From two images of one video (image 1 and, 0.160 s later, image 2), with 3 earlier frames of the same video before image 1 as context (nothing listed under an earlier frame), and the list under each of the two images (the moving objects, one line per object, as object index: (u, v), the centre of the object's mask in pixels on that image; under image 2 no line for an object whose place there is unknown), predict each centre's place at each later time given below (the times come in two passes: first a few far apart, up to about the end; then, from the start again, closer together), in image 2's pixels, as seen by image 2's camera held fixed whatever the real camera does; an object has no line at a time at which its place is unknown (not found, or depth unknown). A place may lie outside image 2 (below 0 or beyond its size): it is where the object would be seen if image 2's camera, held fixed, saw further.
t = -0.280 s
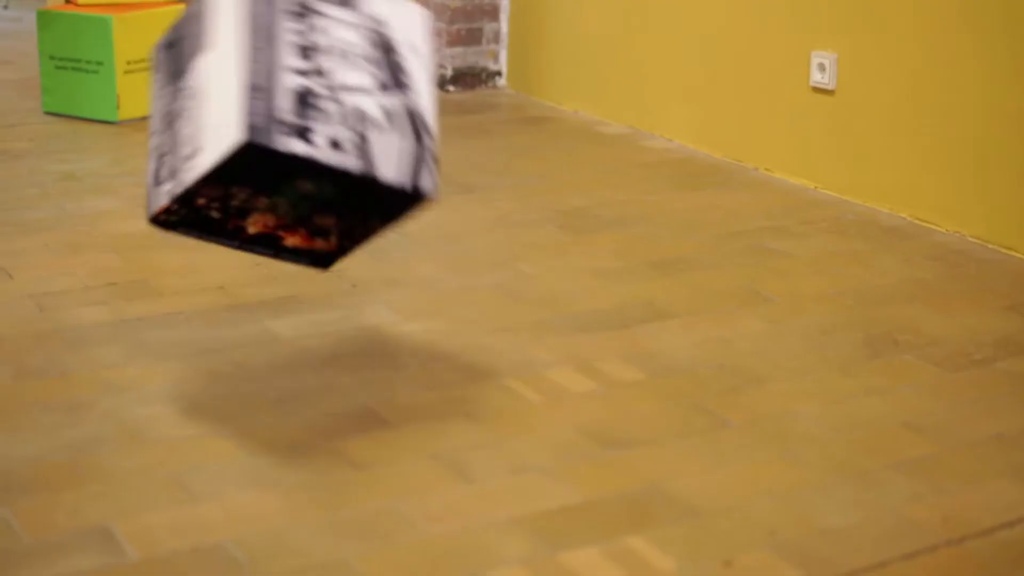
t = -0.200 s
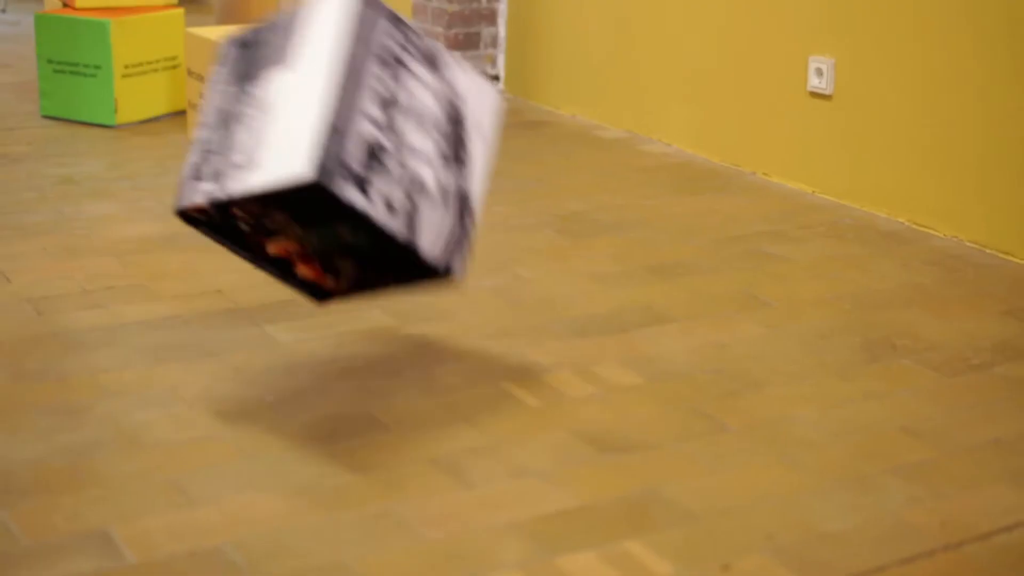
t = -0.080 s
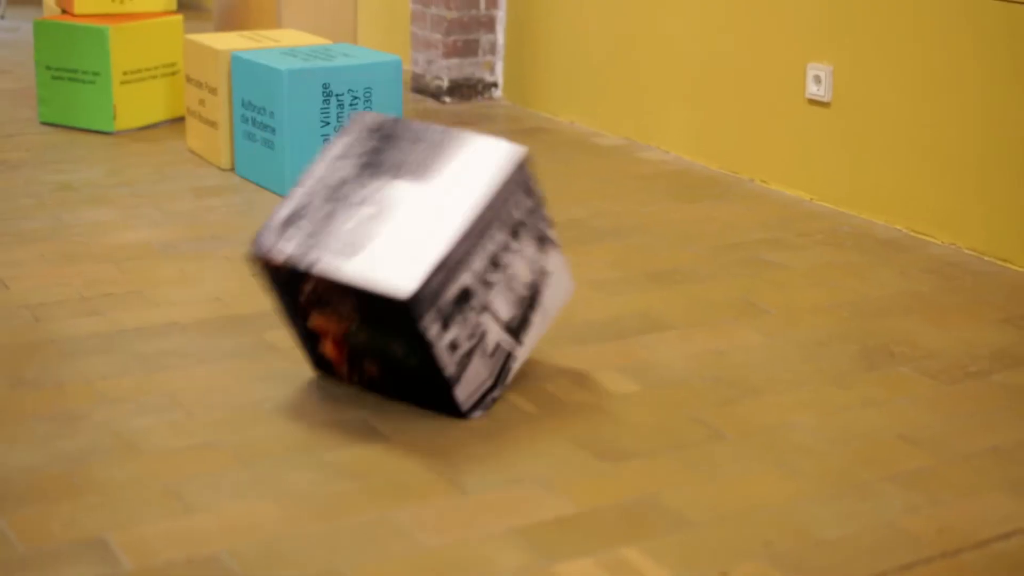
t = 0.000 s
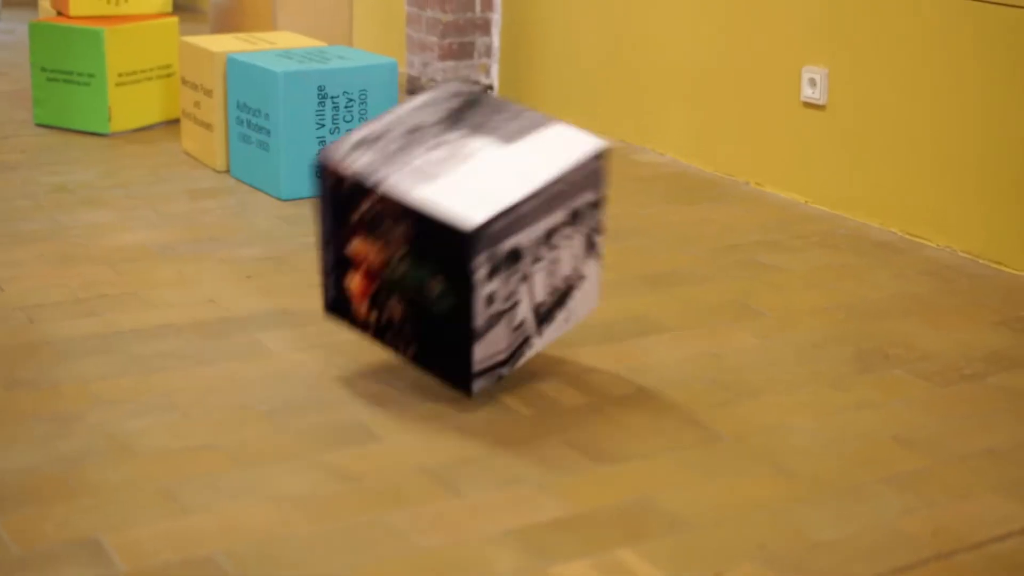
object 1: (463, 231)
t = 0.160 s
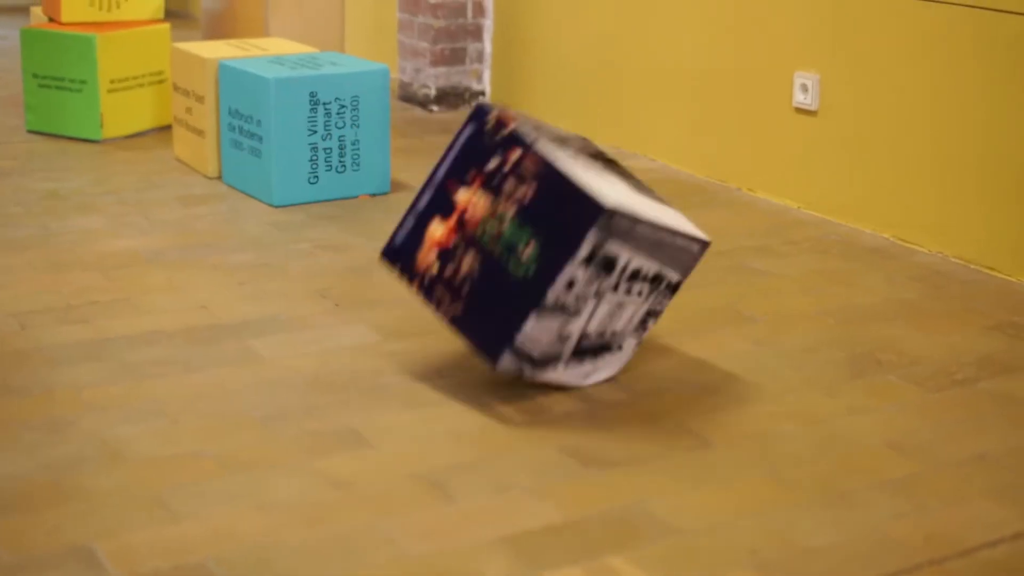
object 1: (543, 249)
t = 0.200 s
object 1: (549, 233)
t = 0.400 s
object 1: (581, 225)
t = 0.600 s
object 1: (607, 244)
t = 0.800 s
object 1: (654, 242)
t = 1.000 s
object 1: (664, 243)
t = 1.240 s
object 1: (664, 243)
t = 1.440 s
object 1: (664, 243)
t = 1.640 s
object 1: (664, 243)
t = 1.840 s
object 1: (664, 243)
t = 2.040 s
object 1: (664, 243)
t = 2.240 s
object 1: (664, 243)
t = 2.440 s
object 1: (664, 243)
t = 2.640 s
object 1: (664, 243)
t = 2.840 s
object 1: (664, 243)
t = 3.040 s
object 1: (664, 243)
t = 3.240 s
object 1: (664, 243)
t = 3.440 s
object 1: (664, 243)
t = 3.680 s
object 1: (664, 243)
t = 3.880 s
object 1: (664, 243)
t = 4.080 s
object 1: (664, 243)
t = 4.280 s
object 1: (664, 243)
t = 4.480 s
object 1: (664, 243)
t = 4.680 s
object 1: (664, 243)
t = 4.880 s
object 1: (664, 243)
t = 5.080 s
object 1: (664, 243)
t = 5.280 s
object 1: (664, 243)
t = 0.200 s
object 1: (549, 233)
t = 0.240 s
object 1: (556, 220)
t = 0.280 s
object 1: (566, 215)
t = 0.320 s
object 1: (574, 220)
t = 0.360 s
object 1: (578, 226)
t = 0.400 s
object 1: (581, 225)
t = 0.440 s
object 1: (583, 226)
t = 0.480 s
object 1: (587, 228)
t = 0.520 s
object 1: (593, 227)
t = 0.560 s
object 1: (599, 235)
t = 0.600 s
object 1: (607, 244)
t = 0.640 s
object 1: (619, 237)
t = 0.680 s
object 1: (631, 235)
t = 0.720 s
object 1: (640, 236)
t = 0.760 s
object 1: (648, 240)
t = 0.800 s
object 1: (654, 242)
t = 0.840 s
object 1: (658, 241)
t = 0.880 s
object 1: (662, 243)
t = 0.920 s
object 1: (663, 242)
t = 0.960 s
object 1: (664, 243)
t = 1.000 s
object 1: (664, 243)
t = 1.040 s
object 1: (664, 243)
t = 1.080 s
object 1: (664, 243)
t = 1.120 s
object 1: (664, 243)
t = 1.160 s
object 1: (664, 243)
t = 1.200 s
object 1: (664, 243)
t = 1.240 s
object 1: (664, 243)
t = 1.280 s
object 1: (664, 243)
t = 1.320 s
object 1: (664, 243)
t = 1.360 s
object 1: (664, 243)
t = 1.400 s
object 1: (664, 243)
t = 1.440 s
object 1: (664, 243)
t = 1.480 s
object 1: (664, 243)
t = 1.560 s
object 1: (664, 243)
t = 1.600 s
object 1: (664, 243)
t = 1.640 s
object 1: (664, 243)
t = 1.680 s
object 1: (664, 243)
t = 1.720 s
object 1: (664, 243)
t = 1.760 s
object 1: (664, 243)
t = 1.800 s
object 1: (664, 243)
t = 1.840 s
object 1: (664, 243)
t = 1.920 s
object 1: (664, 243)
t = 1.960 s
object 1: (664, 243)
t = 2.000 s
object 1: (664, 243)
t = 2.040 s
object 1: (664, 243)
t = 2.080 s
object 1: (664, 243)
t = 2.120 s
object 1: (664, 243)
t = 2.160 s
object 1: (664, 243)
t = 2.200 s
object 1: (664, 243)
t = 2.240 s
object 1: (664, 243)
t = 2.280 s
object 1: (664, 243)
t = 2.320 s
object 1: (664, 243)
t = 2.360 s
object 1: (664, 243)
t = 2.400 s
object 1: (664, 243)
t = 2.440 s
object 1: (664, 243)
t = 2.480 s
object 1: (664, 243)
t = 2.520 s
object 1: (664, 243)
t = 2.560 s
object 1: (664, 243)
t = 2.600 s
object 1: (664, 243)
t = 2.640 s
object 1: (664, 243)
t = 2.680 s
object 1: (663, 243)
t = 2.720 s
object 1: (664, 243)
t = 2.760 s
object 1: (664, 243)
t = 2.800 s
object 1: (664, 243)
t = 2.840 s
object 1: (664, 243)
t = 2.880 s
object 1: (664, 243)
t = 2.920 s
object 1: (664, 243)
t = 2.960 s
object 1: (664, 243)
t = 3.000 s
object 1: (664, 243)
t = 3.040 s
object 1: (664, 243)
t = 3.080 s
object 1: (664, 243)
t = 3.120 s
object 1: (664, 243)
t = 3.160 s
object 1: (664, 243)
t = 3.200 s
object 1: (664, 243)
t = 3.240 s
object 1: (664, 243)
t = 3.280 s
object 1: (664, 243)
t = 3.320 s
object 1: (664, 243)
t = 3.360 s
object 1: (664, 243)
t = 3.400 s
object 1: (664, 243)
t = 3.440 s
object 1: (664, 243)
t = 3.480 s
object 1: (664, 243)
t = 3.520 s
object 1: (664, 243)
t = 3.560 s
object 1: (664, 243)
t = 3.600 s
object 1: (664, 243)
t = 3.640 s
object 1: (664, 243)
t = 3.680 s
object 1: (664, 243)
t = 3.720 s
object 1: (664, 243)
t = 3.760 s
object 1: (664, 243)
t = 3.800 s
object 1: (664, 243)
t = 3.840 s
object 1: (664, 243)
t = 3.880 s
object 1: (664, 243)
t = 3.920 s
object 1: (664, 243)
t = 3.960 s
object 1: (664, 243)
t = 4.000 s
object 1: (664, 243)
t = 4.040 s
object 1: (664, 243)
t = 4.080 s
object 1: (664, 243)
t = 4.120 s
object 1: (664, 243)
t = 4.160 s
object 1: (664, 243)
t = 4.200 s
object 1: (664, 243)
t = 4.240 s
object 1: (664, 243)
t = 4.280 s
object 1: (664, 243)
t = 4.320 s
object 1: (664, 243)
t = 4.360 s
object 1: (664, 243)
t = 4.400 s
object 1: (664, 243)
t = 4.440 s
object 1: (664, 243)
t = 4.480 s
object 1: (664, 243)
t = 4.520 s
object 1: (664, 243)
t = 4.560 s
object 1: (664, 243)
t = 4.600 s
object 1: (664, 243)
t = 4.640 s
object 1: (664, 243)
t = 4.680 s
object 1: (664, 243)
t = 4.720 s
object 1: (664, 243)
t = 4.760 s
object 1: (664, 243)
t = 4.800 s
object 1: (664, 243)
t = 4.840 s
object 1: (664, 243)
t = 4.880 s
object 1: (664, 243)
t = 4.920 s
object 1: (664, 243)
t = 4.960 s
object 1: (664, 243)
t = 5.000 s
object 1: (664, 243)
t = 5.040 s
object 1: (664, 243)
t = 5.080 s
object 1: (664, 243)
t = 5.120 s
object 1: (664, 243)
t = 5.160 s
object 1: (664, 243)
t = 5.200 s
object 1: (664, 243)
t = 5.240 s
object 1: (664, 243)
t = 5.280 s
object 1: (664, 243)
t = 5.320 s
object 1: (664, 243)
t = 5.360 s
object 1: (664, 243)
